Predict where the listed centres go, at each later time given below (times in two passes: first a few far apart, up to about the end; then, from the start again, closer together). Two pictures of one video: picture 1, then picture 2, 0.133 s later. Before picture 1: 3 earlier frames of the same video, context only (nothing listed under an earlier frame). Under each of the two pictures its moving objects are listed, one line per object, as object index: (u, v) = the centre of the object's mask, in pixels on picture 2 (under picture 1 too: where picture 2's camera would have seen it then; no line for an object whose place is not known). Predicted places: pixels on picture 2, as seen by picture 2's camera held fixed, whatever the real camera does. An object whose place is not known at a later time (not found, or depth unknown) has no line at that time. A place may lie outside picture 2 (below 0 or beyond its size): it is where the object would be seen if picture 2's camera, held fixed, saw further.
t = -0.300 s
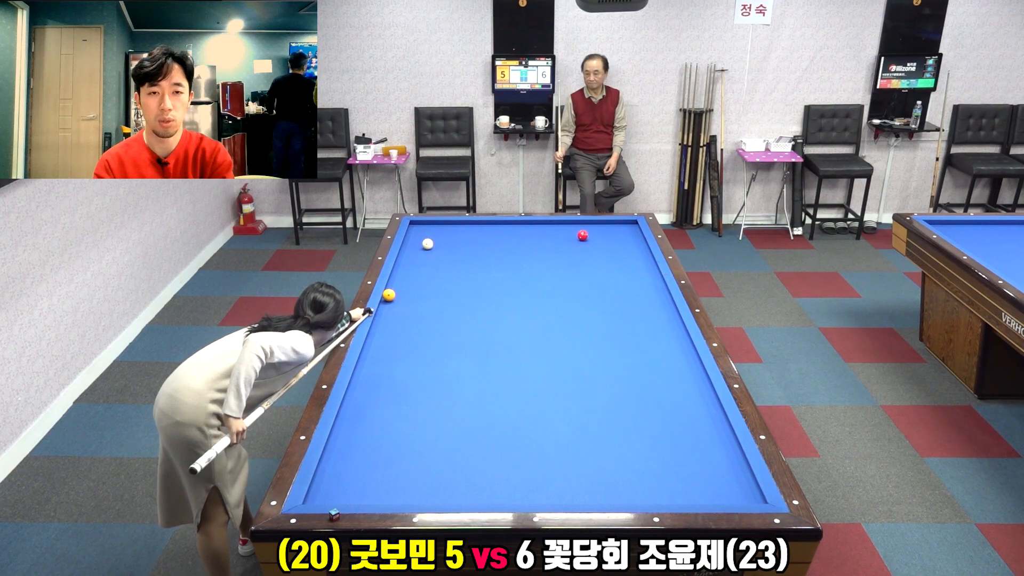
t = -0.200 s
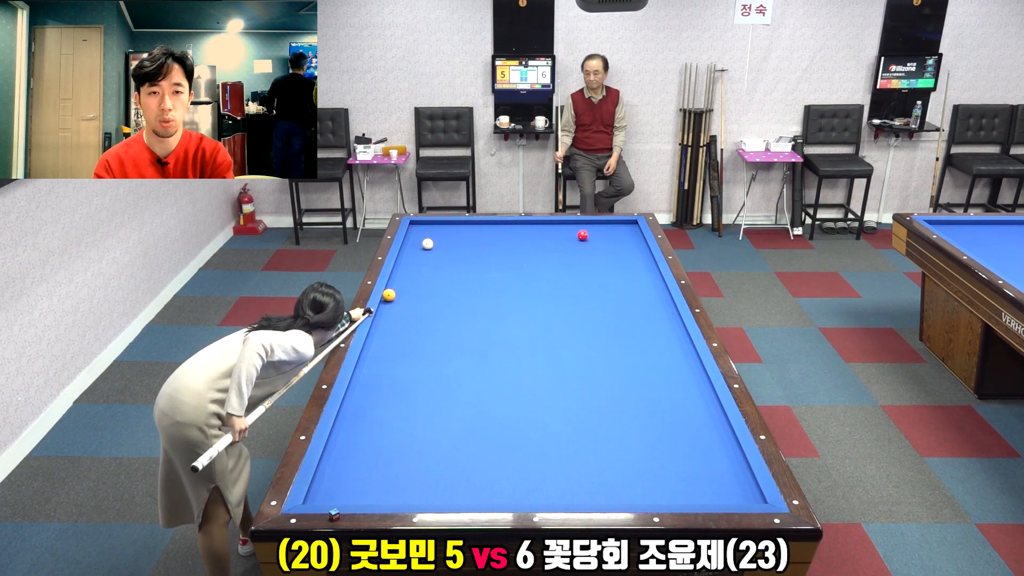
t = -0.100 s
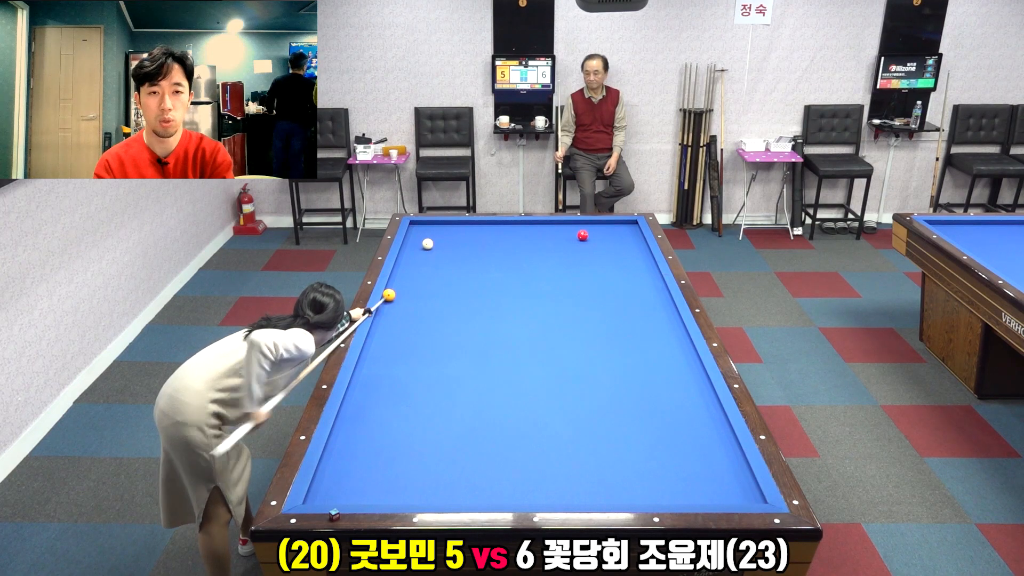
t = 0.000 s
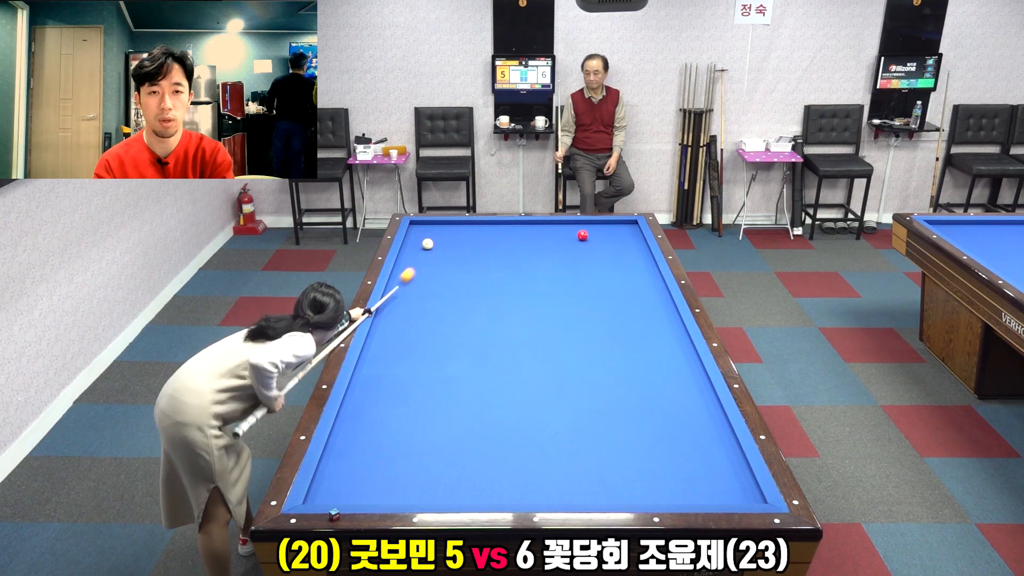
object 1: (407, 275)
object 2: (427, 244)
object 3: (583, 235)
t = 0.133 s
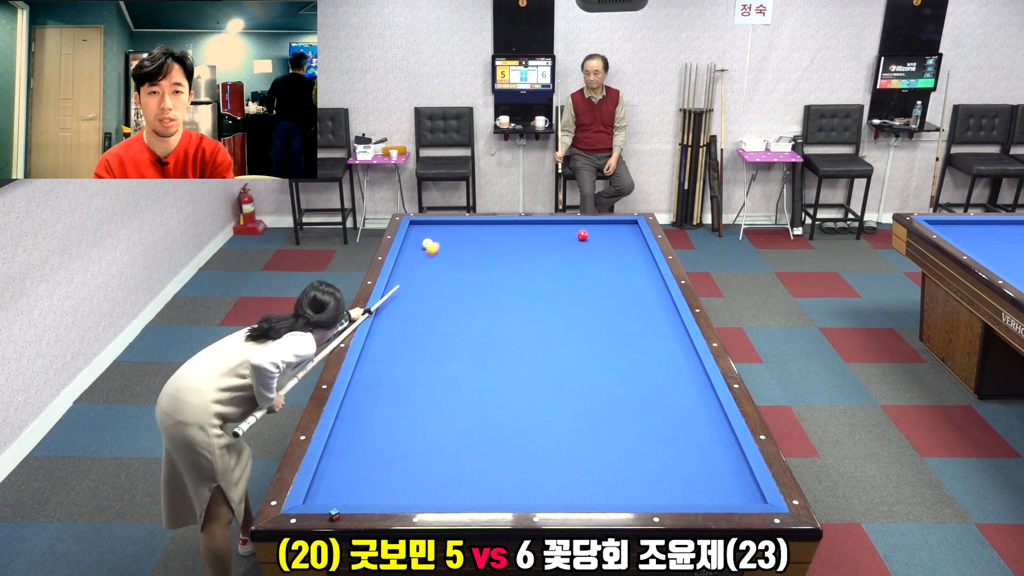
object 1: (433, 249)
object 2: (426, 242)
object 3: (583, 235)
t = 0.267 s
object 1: (470, 231)
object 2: (412, 239)
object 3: (583, 235)
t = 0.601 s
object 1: (546, 247)
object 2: (432, 231)
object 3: (583, 235)
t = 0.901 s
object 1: (624, 274)
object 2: (453, 225)
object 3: (583, 235)
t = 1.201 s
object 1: (638, 304)
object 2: (472, 223)
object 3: (583, 235)
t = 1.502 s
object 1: (600, 339)
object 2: (489, 226)
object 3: (583, 235)
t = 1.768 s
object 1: (560, 376)
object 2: (504, 229)
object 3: (583, 235)
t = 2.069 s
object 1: (506, 427)
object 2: (522, 232)
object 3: (583, 235)
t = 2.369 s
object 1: (439, 491)
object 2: (538, 236)
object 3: (583, 235)
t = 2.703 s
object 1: (363, 457)
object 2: (557, 239)
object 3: (583, 235)
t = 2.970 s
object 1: (359, 428)
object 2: (571, 242)
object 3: (583, 235)
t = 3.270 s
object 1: (405, 398)
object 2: (588, 245)
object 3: (582, 235)
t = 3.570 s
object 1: (444, 373)
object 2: (603, 247)
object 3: (583, 235)
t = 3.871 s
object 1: (479, 350)
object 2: (619, 250)
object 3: (583, 235)
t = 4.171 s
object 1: (510, 330)
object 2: (634, 253)
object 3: (583, 235)
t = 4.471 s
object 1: (538, 313)
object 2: (647, 255)
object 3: (583, 235)
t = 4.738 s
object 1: (560, 299)
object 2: (641, 257)
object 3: (583, 235)
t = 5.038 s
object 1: (582, 284)
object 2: (635, 259)
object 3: (583, 235)
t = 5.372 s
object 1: (605, 270)
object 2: (628, 260)
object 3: (583, 235)
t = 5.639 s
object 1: (612, 261)
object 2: (632, 260)
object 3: (583, 235)
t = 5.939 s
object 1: (606, 255)
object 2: (647, 256)
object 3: (583, 235)
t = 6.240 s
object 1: (600, 250)
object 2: (637, 254)
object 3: (583, 235)
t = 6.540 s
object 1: (595, 245)
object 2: (627, 251)
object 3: (583, 235)
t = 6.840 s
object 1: (590, 240)
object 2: (618, 249)
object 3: (582, 235)
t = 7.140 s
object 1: (590, 238)
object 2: (609, 247)
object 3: (579, 234)
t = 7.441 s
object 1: (591, 236)
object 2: (601, 245)
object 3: (575, 232)
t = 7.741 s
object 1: (592, 234)
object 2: (593, 244)
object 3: (571, 230)
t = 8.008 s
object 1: (594, 234)
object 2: (587, 243)
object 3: (568, 229)
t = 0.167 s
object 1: (441, 243)
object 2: (425, 243)
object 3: (583, 235)
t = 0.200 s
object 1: (451, 240)
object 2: (420, 242)
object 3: (583, 235)
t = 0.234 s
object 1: (460, 236)
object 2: (416, 240)
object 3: (583, 235)
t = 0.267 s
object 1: (470, 231)
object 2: (412, 239)
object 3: (583, 235)
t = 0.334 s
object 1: (487, 223)
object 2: (411, 237)
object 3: (583, 235)
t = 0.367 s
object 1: (494, 223)
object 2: (414, 236)
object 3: (583, 235)
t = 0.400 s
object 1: (501, 227)
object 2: (417, 236)
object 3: (583, 235)
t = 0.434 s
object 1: (508, 230)
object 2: (419, 235)
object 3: (583, 235)
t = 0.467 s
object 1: (515, 234)
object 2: (422, 234)
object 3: (583, 235)
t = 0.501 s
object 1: (523, 237)
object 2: (424, 233)
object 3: (583, 235)
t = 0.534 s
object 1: (530, 240)
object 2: (427, 233)
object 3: (583, 235)
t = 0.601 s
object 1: (546, 247)
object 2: (432, 231)
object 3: (583, 235)
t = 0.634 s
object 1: (554, 250)
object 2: (434, 231)
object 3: (583, 235)
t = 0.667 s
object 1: (563, 253)
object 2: (437, 230)
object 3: (583, 235)
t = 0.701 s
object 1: (571, 256)
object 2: (439, 229)
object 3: (583, 235)
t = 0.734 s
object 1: (579, 259)
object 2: (441, 228)
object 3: (583, 235)
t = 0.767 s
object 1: (588, 262)
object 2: (444, 228)
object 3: (583, 235)
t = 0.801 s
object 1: (597, 264)
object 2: (446, 227)
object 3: (583, 235)
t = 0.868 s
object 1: (614, 271)
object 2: (451, 226)
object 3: (583, 235)
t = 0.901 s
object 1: (624, 274)
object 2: (453, 225)
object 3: (583, 235)
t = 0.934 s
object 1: (633, 277)
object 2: (455, 225)
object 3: (583, 235)
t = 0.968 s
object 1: (643, 280)
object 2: (457, 224)
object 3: (583, 235)
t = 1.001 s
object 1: (652, 283)
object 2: (460, 223)
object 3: (583, 235)
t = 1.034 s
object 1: (660, 287)
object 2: (462, 223)
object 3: (583, 235)
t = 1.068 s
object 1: (657, 290)
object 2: (464, 222)
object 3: (583, 235)
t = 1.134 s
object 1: (646, 297)
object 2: (468, 222)
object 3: (583, 235)
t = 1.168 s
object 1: (642, 300)
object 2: (470, 223)
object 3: (583, 235)
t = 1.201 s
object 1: (638, 304)
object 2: (472, 223)
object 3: (583, 235)
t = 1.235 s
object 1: (634, 308)
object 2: (474, 224)
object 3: (583, 235)
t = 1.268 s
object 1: (630, 311)
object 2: (475, 224)
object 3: (583, 235)
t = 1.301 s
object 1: (626, 315)
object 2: (478, 224)
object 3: (583, 235)
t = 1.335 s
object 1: (622, 319)
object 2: (479, 225)
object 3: (583, 235)
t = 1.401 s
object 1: (613, 327)
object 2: (483, 225)
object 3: (583, 235)
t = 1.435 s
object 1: (609, 331)
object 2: (485, 226)
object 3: (583, 235)
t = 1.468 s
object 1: (604, 335)
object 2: (487, 226)
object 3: (583, 235)
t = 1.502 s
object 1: (600, 339)
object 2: (489, 226)
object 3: (583, 235)
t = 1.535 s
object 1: (595, 343)
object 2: (491, 227)
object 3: (583, 235)
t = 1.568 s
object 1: (591, 348)
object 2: (493, 227)
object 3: (583, 235)
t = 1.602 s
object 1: (586, 352)
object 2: (495, 228)
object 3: (583, 235)
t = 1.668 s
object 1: (576, 361)
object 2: (499, 228)
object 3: (583, 235)
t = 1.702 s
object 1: (571, 366)
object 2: (500, 229)
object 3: (583, 235)
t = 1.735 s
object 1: (566, 371)
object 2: (502, 229)
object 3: (583, 235)
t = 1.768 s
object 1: (560, 376)
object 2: (504, 229)
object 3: (583, 235)
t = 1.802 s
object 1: (555, 381)
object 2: (506, 230)
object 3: (583, 235)
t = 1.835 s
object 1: (549, 387)
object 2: (508, 230)
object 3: (583, 235)
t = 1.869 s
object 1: (544, 392)
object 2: (510, 230)
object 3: (583, 235)
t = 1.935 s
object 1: (532, 403)
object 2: (514, 231)
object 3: (583, 235)
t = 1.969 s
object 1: (526, 409)
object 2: (516, 231)
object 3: (583, 235)
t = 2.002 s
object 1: (519, 414)
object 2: (518, 232)
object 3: (583, 235)
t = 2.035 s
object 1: (513, 421)
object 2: (520, 232)
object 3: (583, 235)
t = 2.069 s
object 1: (506, 427)
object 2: (522, 232)
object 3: (583, 235)
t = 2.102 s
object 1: (500, 433)
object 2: (523, 233)
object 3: (583, 235)
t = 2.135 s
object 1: (493, 440)
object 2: (525, 233)
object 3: (583, 235)
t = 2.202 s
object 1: (478, 453)
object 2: (529, 234)
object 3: (583, 235)
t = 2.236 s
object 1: (471, 461)
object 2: (531, 234)
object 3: (583, 235)
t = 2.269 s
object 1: (463, 468)
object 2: (533, 235)
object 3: (583, 235)
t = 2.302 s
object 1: (455, 475)
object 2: (535, 235)
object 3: (583, 235)
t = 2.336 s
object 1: (447, 483)
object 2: (537, 235)
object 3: (583, 235)
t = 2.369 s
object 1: (439, 491)
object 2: (538, 236)
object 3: (583, 235)
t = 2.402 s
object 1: (430, 496)
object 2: (540, 236)
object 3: (583, 235)
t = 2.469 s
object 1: (414, 489)
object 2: (544, 236)
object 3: (583, 235)
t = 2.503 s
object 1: (406, 483)
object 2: (546, 237)
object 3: (583, 235)
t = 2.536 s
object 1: (399, 478)
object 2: (548, 237)
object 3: (583, 235)
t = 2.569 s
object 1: (391, 474)
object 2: (550, 237)
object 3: (583, 235)
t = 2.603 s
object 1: (384, 469)
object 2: (551, 238)
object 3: (583, 235)
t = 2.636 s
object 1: (377, 465)
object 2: (553, 238)
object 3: (583, 235)
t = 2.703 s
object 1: (363, 457)
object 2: (557, 239)
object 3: (583, 235)
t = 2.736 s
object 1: (356, 453)
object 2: (559, 239)
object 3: (583, 235)
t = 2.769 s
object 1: (350, 450)
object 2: (561, 240)
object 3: (583, 235)
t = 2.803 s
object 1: (343, 446)
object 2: (562, 240)
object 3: (583, 235)
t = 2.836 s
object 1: (337, 442)
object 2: (564, 240)
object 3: (583, 235)
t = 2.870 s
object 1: (339, 439)
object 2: (566, 240)
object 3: (583, 235)
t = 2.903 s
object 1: (347, 435)
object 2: (568, 241)
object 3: (583, 235)
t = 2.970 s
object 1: (359, 428)
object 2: (571, 242)
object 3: (583, 235)
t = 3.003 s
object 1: (364, 424)
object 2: (573, 242)
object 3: (583, 235)
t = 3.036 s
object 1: (369, 421)
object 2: (575, 242)
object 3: (583, 235)
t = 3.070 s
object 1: (375, 417)
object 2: (577, 243)
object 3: (583, 235)
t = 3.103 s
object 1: (380, 414)
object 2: (578, 243)
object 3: (583, 234)
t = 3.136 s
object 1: (385, 411)
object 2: (580, 244)
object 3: (583, 234)
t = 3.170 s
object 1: (390, 408)
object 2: (582, 244)
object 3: (582, 234)
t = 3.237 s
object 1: (400, 401)
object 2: (586, 244)
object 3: (582, 234)
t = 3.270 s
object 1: (405, 398)
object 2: (588, 245)
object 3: (582, 235)
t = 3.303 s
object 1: (409, 395)
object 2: (589, 245)
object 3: (582, 235)
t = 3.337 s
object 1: (414, 392)
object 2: (591, 245)
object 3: (583, 235)
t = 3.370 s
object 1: (418, 389)
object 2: (593, 245)
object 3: (583, 235)
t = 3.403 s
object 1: (423, 386)
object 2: (595, 246)
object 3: (583, 235)
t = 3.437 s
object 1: (427, 384)
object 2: (596, 246)
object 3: (583, 235)
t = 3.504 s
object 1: (436, 378)
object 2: (600, 247)
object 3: (583, 235)
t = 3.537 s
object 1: (440, 375)
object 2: (602, 247)
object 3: (583, 235)
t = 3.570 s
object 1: (444, 373)
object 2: (603, 247)
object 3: (583, 235)
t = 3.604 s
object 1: (448, 370)
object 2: (605, 248)
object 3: (583, 235)
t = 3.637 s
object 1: (452, 367)
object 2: (607, 248)
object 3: (583, 235)
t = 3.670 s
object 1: (456, 365)
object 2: (608, 248)
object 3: (583, 235)
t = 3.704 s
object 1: (460, 362)
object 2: (610, 249)
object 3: (583, 235)
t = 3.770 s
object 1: (468, 357)
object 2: (614, 249)
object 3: (583, 235)
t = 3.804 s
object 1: (472, 355)
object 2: (615, 250)
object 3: (583, 235)
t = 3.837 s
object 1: (476, 353)
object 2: (617, 250)
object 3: (583, 235)
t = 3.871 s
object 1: (479, 350)
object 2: (619, 250)
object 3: (583, 235)
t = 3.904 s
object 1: (483, 348)
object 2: (620, 250)
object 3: (583, 235)
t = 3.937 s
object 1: (487, 346)
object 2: (622, 251)
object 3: (583, 235)
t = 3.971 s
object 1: (490, 343)
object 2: (624, 251)
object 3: (583, 235)
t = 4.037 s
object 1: (497, 339)
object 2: (627, 252)
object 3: (583, 235)
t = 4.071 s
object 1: (500, 337)
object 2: (629, 252)
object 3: (583, 235)
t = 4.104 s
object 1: (504, 335)
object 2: (630, 252)
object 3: (583, 235)
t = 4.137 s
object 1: (507, 333)
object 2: (632, 252)
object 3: (583, 235)
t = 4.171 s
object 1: (510, 330)
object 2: (634, 253)
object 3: (583, 235)
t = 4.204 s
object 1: (514, 328)
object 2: (635, 253)
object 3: (583, 235)
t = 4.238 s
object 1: (517, 326)
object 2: (637, 253)
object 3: (583, 235)
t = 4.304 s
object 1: (523, 322)
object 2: (640, 254)
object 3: (583, 235)
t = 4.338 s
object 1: (526, 320)
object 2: (642, 254)
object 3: (583, 235)
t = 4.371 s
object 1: (529, 318)
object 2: (644, 255)
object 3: (583, 235)
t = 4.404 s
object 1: (532, 317)
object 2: (645, 255)
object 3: (583, 235)
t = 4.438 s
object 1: (535, 315)
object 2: (647, 255)
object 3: (583, 235)
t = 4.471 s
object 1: (538, 313)
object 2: (647, 255)
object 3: (583, 235)
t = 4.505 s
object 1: (541, 311)
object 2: (646, 255)
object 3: (583, 235)
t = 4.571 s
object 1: (547, 307)
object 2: (645, 256)
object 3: (583, 235)
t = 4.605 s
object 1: (549, 306)
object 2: (644, 256)
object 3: (583, 235)
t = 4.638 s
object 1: (552, 304)
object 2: (643, 256)
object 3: (583, 235)
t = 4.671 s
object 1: (555, 302)
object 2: (643, 257)
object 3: (583, 235)
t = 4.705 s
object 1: (557, 300)
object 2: (642, 257)
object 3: (583, 235)
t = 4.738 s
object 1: (560, 299)
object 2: (641, 257)
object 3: (583, 235)
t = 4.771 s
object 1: (563, 297)
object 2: (640, 257)
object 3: (583, 235)
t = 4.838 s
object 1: (568, 294)
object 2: (639, 258)
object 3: (583, 235)
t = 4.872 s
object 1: (570, 292)
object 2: (638, 258)
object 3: (583, 235)
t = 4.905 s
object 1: (573, 291)
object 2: (637, 258)
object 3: (583, 235)
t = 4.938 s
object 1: (575, 289)
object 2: (637, 258)
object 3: (583, 235)
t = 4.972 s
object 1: (578, 287)
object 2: (636, 258)
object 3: (583, 235)
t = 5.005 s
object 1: (580, 286)
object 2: (635, 258)
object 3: (583, 235)
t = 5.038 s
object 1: (582, 284)
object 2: (635, 259)
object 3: (583, 235)
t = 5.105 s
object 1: (587, 281)
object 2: (633, 259)
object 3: (583, 235)
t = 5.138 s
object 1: (589, 280)
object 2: (633, 259)
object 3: (583, 235)
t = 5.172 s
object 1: (591, 278)
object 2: (632, 259)
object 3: (583, 235)
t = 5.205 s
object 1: (594, 277)
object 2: (631, 259)
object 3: (583, 235)
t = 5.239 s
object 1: (596, 275)
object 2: (631, 260)
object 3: (583, 235)
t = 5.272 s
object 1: (598, 274)
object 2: (630, 260)
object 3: (583, 235)
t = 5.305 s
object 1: (600, 273)
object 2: (629, 260)
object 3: (583, 235)
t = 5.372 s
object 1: (605, 270)
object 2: (628, 260)
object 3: (583, 235)
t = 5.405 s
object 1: (607, 268)
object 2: (627, 260)
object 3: (583, 235)
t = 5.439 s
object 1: (609, 267)
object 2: (627, 261)
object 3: (583, 235)
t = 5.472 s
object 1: (611, 266)
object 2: (626, 261)
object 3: (583, 235)
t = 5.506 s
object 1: (613, 264)
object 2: (625, 261)
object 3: (583, 235)
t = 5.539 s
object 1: (615, 263)
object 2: (625, 261)
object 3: (583, 235)
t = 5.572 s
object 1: (614, 263)
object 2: (627, 261)
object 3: (583, 235)
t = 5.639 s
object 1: (612, 261)
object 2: (632, 260)
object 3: (583, 235)
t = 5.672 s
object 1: (611, 261)
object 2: (634, 259)
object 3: (583, 235)
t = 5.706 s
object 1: (610, 260)
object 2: (636, 259)
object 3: (583, 235)
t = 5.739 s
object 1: (610, 259)
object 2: (637, 259)
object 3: (583, 235)
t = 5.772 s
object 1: (609, 259)
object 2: (639, 258)
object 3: (583, 235)
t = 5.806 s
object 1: (608, 258)
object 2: (641, 258)
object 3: (583, 235)
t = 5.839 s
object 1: (608, 257)
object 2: (643, 257)
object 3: (583, 235)
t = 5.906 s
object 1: (607, 256)
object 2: (646, 257)
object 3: (583, 235)
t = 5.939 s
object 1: (606, 255)
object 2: (647, 256)
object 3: (583, 235)
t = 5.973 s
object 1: (605, 255)
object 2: (647, 256)
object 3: (583, 235)
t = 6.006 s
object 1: (605, 254)
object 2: (646, 256)
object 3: (583, 235)
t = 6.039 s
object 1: (604, 254)
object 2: (645, 255)
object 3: (583, 235)
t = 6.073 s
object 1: (603, 253)
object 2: (644, 255)
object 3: (583, 235)
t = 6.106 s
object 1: (603, 252)
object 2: (642, 255)
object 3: (583, 235)
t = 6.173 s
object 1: (602, 251)
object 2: (640, 254)
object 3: (583, 235)
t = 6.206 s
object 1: (601, 251)
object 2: (639, 254)
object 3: (583, 235)
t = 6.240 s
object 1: (600, 250)
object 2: (637, 254)
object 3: (583, 235)
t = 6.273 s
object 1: (600, 249)
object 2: (636, 253)
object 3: (583, 235)
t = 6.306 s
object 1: (599, 249)
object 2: (635, 253)
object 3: (583, 235)
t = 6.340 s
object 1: (598, 248)
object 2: (634, 253)
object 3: (583, 235)
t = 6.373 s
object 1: (598, 248)
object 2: (633, 253)
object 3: (583, 235)
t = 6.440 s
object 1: (597, 247)
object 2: (631, 252)
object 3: (583, 235)
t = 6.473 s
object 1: (596, 246)
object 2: (629, 252)
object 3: (583, 235)
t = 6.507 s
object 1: (595, 245)
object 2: (628, 252)
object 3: (583, 235)
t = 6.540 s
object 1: (595, 245)
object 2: (627, 251)
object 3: (583, 235)
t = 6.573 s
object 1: (594, 244)
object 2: (626, 251)
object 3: (583, 235)
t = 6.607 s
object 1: (594, 244)
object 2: (625, 251)
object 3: (583, 235)
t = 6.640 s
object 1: (593, 243)
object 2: (624, 251)
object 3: (583, 235)
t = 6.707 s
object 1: (592, 242)
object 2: (622, 250)
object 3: (582, 235)
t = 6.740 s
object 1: (592, 242)
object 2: (621, 250)
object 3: (582, 235)
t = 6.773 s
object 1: (591, 241)
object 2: (620, 250)
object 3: (582, 235)
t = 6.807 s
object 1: (591, 241)
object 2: (619, 250)
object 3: (582, 235)
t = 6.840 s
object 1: (590, 240)
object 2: (618, 249)
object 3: (582, 235)
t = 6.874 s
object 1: (590, 240)
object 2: (617, 249)
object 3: (582, 235)
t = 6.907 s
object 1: (589, 239)
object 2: (616, 249)
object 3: (582, 235)
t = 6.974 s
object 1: (589, 238)
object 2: (614, 248)
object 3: (581, 234)
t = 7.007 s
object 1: (589, 238)
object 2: (613, 248)
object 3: (581, 234)
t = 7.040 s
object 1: (589, 238)
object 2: (612, 248)
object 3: (580, 234)
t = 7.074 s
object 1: (589, 238)
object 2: (611, 248)
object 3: (580, 234)
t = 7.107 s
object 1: (589, 238)
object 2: (610, 247)
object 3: (580, 234)
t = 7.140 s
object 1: (590, 238)
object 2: (609, 247)
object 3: (579, 234)
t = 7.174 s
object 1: (590, 237)
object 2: (608, 247)
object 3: (579, 234)
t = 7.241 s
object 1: (590, 237)
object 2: (606, 247)
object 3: (578, 233)
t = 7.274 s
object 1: (590, 237)
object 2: (605, 247)
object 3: (577, 233)
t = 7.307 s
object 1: (590, 237)
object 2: (605, 246)
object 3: (577, 233)
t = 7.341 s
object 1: (591, 237)
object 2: (604, 246)
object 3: (577, 232)
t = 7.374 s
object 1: (591, 237)
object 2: (603, 246)
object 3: (576, 232)
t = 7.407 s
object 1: (591, 236)
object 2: (602, 246)
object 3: (575, 232)
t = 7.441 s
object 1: (591, 236)
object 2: (601, 245)
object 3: (575, 232)
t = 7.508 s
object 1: (591, 236)
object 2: (599, 245)
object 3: (574, 232)
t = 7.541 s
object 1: (592, 236)
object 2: (598, 245)
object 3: (574, 231)
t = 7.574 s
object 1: (592, 236)
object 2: (597, 245)
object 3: (573, 231)
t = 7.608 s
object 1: (592, 235)
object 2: (597, 245)
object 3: (573, 231)
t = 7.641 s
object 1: (592, 235)
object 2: (596, 244)
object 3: (572, 231)
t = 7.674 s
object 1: (592, 235)
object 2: (595, 244)
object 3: (572, 231)
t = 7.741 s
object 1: (592, 234)
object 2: (593, 244)
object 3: (571, 230)
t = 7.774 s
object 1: (593, 234)
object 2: (592, 244)
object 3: (571, 230)
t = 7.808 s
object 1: (593, 234)
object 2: (592, 244)
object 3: (570, 230)
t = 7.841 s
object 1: (593, 234)
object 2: (591, 243)
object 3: (570, 230)
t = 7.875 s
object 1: (593, 234)
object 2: (590, 243)
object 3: (570, 229)
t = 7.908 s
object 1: (593, 234)
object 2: (589, 243)
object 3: (569, 229)
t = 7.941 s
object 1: (593, 234)
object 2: (588, 243)
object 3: (569, 229)
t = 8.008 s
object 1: (594, 234)
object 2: (587, 243)
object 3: (568, 229)
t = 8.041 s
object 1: (594, 234)
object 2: (586, 242)
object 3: (568, 229)
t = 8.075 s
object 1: (594, 234)
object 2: (585, 242)
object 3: (567, 228)
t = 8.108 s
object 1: (594, 234)
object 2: (585, 242)
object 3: (567, 228)
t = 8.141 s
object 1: (594, 234)
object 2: (584, 242)
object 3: (566, 228)
